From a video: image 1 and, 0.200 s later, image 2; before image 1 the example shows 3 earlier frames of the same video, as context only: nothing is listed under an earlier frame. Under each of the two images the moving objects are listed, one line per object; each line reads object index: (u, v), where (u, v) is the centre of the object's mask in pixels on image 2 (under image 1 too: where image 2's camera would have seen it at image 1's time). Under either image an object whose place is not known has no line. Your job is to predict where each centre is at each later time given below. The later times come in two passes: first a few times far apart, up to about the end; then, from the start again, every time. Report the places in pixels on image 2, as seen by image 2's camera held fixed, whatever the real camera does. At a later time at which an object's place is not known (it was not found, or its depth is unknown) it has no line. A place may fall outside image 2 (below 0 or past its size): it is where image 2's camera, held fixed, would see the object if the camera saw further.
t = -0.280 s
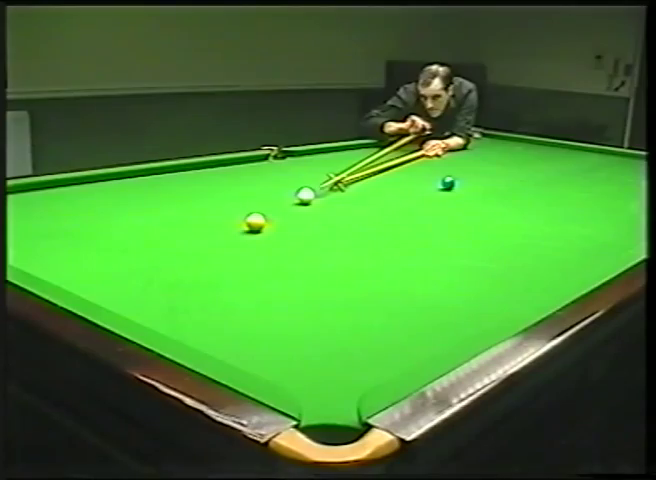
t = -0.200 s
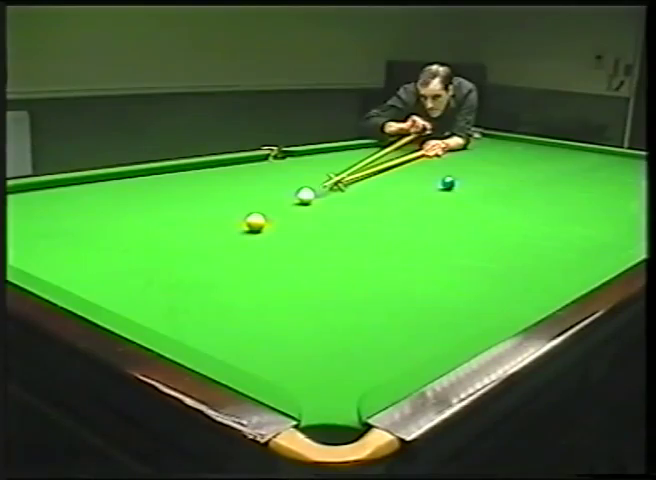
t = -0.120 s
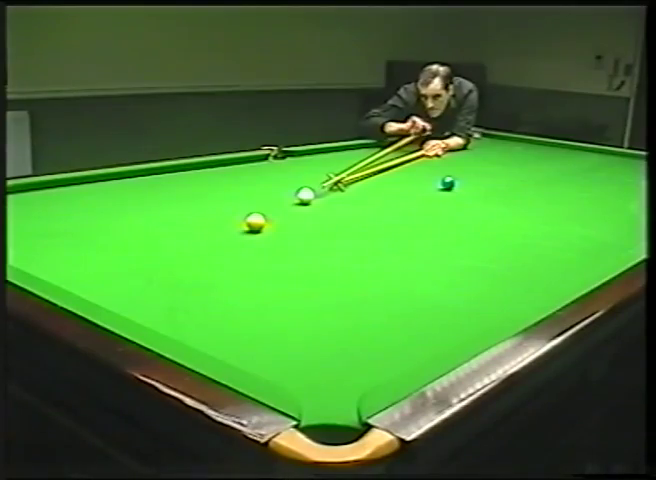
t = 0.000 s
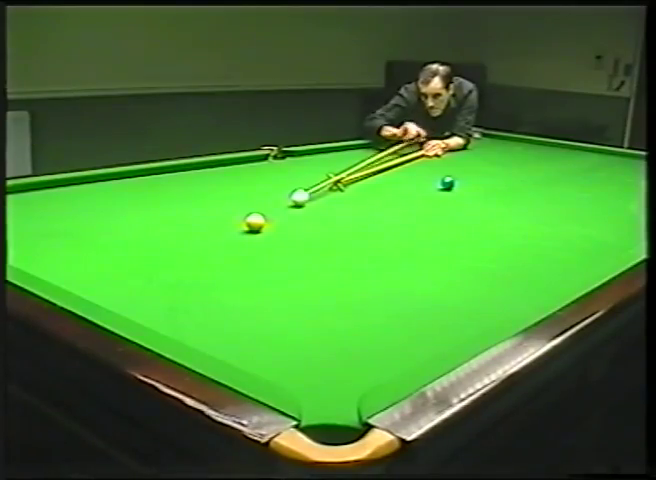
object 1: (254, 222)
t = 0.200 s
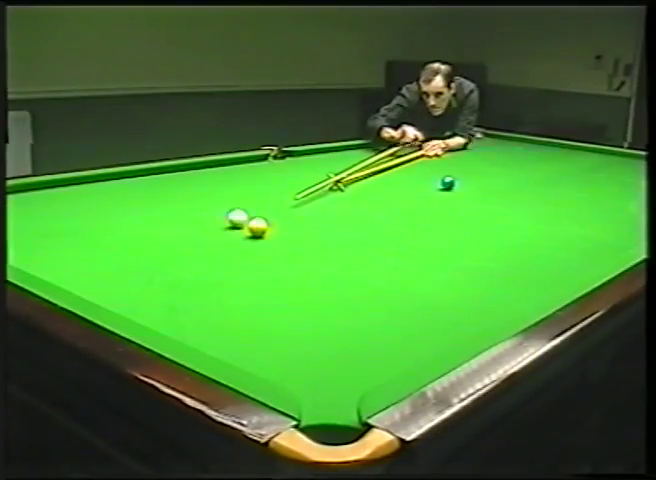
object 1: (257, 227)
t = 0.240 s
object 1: (260, 232)
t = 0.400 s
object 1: (267, 252)
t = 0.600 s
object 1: (277, 276)
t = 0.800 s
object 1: (291, 305)
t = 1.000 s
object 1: (307, 342)
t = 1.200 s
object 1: (328, 389)
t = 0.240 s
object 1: (260, 232)
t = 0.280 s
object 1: (261, 237)
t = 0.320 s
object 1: (264, 242)
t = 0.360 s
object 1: (266, 247)
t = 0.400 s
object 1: (267, 252)
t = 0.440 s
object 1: (269, 256)
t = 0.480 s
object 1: (271, 261)
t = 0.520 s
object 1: (274, 266)
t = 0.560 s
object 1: (276, 270)
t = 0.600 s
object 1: (277, 276)
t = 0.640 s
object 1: (281, 282)
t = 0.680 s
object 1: (283, 287)
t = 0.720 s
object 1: (285, 293)
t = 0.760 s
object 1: (288, 299)
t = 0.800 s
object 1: (291, 305)
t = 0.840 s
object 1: (294, 312)
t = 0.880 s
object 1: (297, 319)
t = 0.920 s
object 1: (301, 327)
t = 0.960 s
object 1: (304, 334)
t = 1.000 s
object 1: (307, 342)
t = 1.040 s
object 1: (310, 351)
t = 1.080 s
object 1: (314, 360)
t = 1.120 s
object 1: (318, 369)
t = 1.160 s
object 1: (323, 378)
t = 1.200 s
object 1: (328, 389)
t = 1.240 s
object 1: (333, 399)
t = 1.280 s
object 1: (338, 409)
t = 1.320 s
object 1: (341, 427)
